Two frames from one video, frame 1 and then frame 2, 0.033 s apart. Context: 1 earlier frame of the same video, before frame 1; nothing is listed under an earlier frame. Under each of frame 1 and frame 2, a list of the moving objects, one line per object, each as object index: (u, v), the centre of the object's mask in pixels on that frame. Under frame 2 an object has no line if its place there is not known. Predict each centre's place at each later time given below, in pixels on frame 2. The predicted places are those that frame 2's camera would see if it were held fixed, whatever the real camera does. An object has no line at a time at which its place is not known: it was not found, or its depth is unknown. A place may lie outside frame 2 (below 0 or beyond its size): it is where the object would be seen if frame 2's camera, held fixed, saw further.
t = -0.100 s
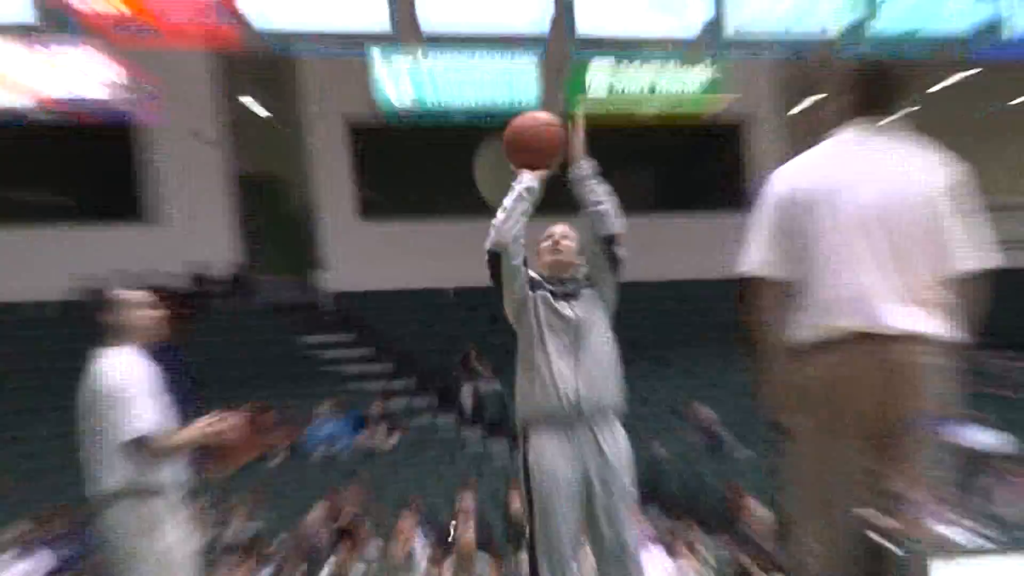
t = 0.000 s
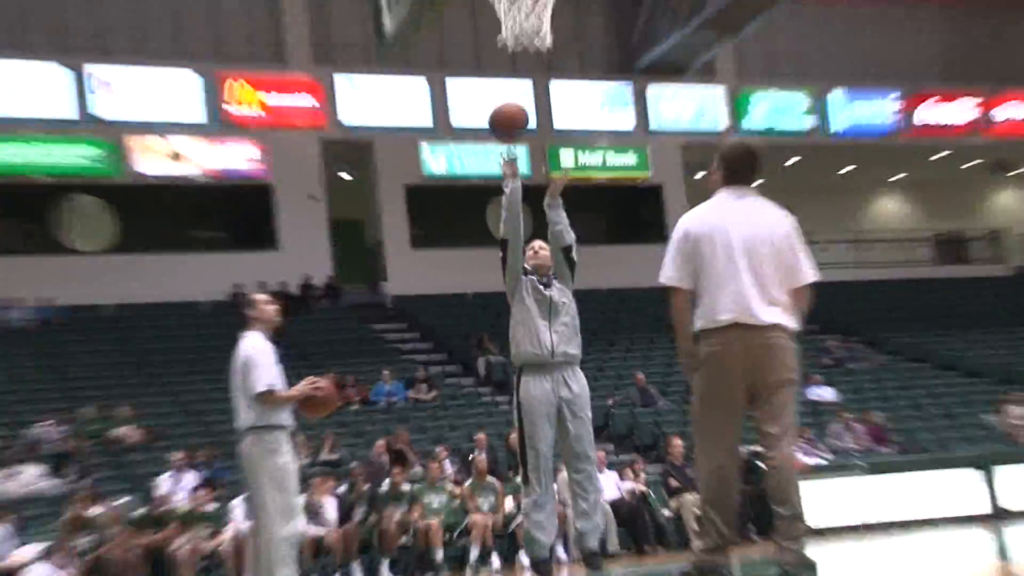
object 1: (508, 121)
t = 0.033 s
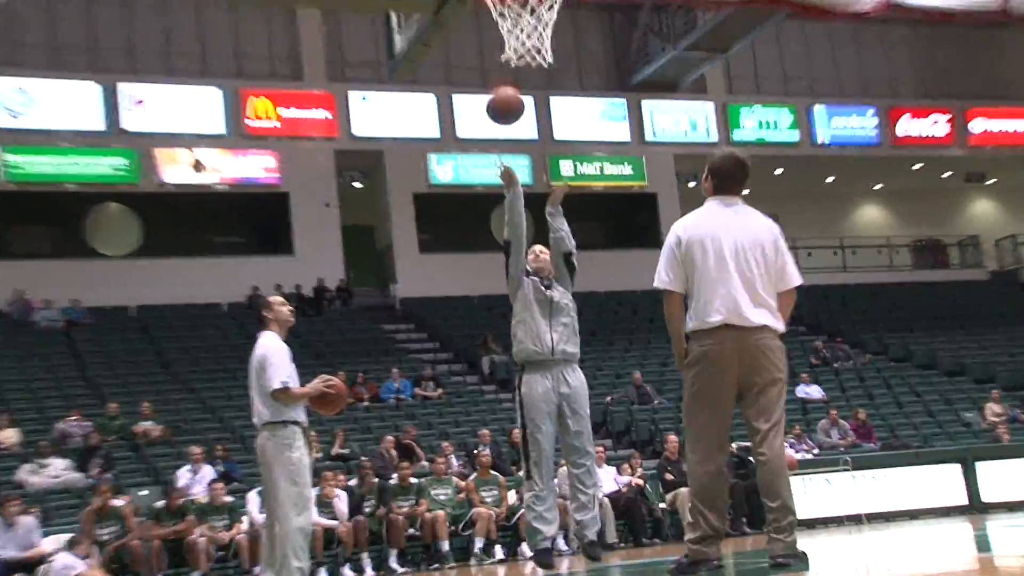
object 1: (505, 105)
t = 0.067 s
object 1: (499, 80)
